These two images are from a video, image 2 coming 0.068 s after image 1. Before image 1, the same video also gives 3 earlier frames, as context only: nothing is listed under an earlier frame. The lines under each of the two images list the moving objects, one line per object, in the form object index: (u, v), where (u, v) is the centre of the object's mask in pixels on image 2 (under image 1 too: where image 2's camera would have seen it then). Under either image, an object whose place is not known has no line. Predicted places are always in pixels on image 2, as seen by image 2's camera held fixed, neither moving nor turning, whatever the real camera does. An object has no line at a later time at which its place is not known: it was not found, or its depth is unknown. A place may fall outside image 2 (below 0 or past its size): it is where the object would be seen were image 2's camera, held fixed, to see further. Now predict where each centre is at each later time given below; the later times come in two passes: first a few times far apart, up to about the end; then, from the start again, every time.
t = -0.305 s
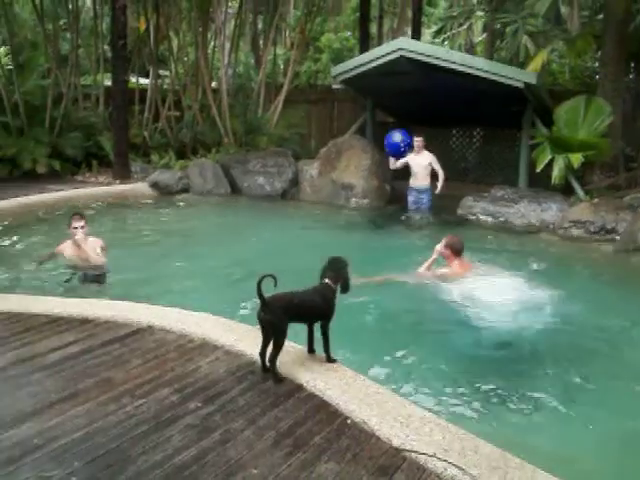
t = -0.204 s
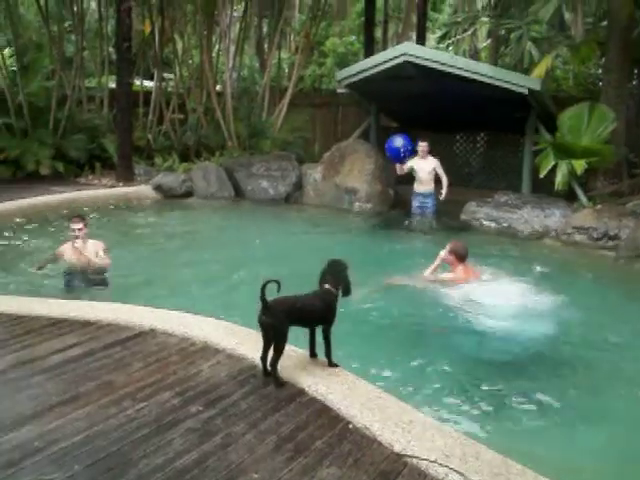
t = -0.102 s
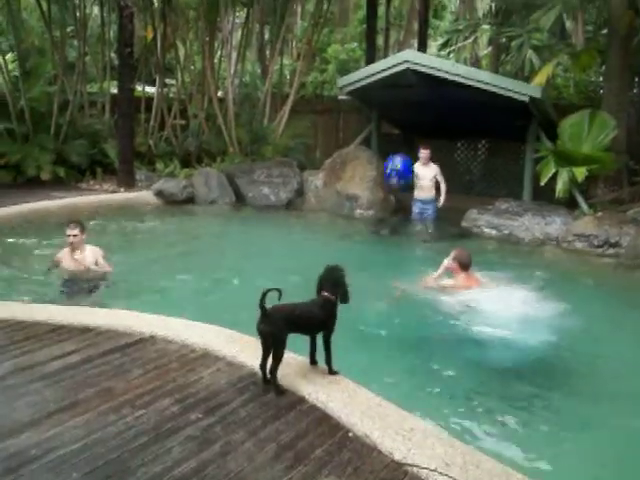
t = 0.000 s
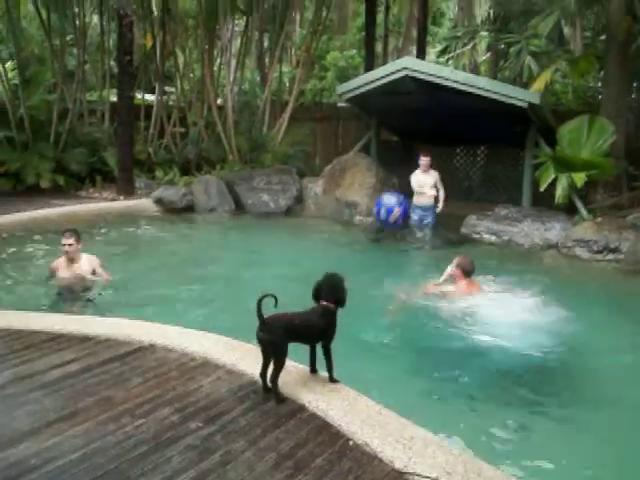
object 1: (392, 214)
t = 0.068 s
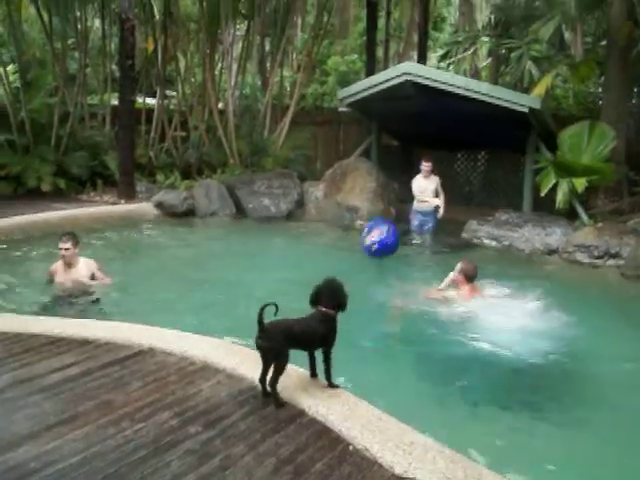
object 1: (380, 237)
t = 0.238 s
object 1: (346, 260)
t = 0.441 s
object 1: (320, 266)
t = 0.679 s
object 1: (308, 271)
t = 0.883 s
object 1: (298, 272)
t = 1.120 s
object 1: (290, 276)
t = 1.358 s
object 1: (283, 277)
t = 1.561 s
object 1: (275, 284)
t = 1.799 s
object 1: (269, 276)
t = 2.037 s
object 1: (261, 277)
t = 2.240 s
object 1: (255, 284)
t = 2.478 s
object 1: (252, 287)
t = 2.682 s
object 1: (252, 287)
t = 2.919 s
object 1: (248, 284)
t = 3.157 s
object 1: (241, 281)
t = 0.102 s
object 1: (372, 252)
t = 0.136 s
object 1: (365, 255)
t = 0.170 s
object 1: (359, 257)
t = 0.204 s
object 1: (352, 258)
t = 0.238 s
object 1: (346, 260)
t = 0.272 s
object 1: (339, 261)
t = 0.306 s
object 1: (335, 262)
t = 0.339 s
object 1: (330, 263)
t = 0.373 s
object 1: (327, 264)
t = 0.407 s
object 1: (324, 264)
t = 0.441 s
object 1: (320, 266)
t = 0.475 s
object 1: (318, 268)
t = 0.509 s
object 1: (316, 268)
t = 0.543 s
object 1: (314, 269)
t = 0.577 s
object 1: (312, 270)
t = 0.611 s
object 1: (310, 271)
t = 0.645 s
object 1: (308, 271)
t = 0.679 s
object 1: (308, 271)
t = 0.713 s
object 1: (306, 271)
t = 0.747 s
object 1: (304, 271)
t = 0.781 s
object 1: (302, 271)
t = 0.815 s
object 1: (301, 272)
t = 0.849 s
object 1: (299, 272)
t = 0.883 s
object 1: (298, 272)
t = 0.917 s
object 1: (297, 273)
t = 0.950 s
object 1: (295, 274)
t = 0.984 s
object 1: (294, 274)
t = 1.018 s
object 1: (293, 275)
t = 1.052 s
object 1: (292, 275)
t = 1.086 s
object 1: (291, 275)
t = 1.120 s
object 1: (290, 276)
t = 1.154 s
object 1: (288, 276)
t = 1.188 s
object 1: (288, 276)
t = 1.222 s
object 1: (287, 276)
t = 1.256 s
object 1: (286, 276)
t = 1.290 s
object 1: (285, 276)
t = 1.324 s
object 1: (284, 277)
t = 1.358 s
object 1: (283, 277)
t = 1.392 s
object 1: (282, 279)
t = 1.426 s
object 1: (280, 279)
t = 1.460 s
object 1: (279, 281)
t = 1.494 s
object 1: (278, 282)
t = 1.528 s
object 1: (277, 283)
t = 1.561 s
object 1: (275, 284)
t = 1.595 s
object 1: (274, 283)
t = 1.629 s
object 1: (273, 283)
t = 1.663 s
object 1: (272, 281)
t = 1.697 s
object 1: (272, 280)
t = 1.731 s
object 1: (271, 278)
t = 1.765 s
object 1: (270, 277)
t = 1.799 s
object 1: (269, 276)
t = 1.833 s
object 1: (268, 275)
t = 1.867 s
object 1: (267, 275)
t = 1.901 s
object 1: (266, 274)
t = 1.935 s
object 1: (265, 274)
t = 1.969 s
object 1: (264, 274)
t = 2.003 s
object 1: (263, 276)
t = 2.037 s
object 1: (261, 277)
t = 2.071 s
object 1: (260, 278)
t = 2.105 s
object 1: (259, 280)
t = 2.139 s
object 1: (258, 281)
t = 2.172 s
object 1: (257, 282)
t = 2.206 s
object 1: (256, 283)
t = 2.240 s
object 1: (255, 284)
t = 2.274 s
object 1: (254, 285)
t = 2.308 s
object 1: (254, 286)
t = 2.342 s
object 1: (253, 286)
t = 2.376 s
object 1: (252, 286)
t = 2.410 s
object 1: (252, 286)
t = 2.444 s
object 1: (252, 287)
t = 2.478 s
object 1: (252, 287)
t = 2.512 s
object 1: (252, 287)
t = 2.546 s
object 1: (252, 287)
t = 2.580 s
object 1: (252, 287)
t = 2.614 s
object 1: (252, 287)
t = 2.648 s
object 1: (252, 287)
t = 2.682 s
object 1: (252, 287)
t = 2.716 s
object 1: (252, 287)
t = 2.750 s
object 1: (252, 287)
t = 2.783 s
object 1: (251, 286)
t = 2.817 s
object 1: (250, 286)
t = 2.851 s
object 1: (250, 285)
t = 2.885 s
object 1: (249, 285)
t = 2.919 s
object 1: (248, 284)
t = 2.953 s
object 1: (247, 284)
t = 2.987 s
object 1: (245, 284)
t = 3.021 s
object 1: (244, 283)
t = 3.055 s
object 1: (243, 283)
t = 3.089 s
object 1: (243, 282)
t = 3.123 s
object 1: (242, 282)
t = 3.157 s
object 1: (241, 281)
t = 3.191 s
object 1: (241, 281)
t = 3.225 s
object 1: (240, 281)
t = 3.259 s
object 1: (239, 281)
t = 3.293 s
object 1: (238, 282)
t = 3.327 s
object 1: (237, 282)
